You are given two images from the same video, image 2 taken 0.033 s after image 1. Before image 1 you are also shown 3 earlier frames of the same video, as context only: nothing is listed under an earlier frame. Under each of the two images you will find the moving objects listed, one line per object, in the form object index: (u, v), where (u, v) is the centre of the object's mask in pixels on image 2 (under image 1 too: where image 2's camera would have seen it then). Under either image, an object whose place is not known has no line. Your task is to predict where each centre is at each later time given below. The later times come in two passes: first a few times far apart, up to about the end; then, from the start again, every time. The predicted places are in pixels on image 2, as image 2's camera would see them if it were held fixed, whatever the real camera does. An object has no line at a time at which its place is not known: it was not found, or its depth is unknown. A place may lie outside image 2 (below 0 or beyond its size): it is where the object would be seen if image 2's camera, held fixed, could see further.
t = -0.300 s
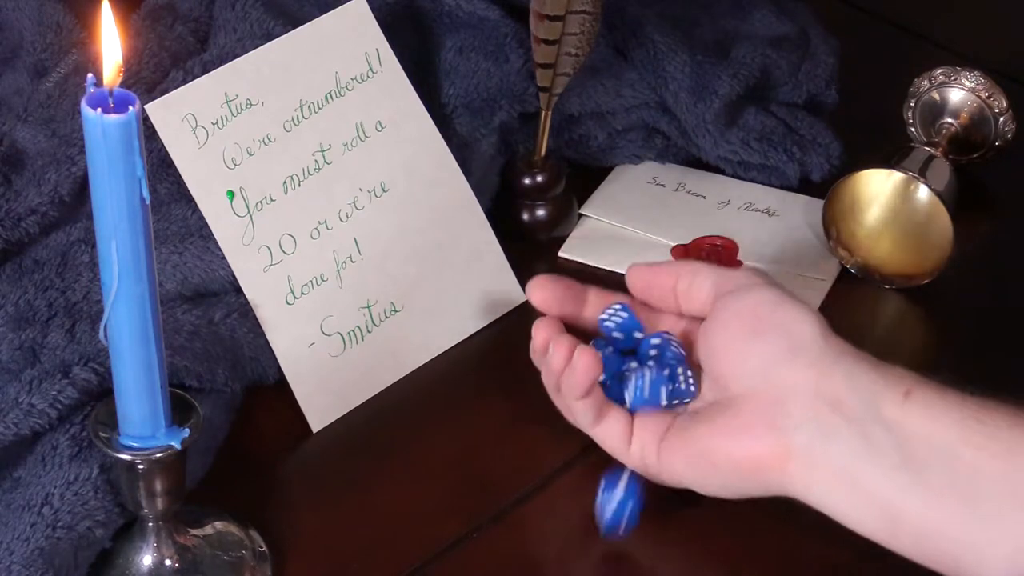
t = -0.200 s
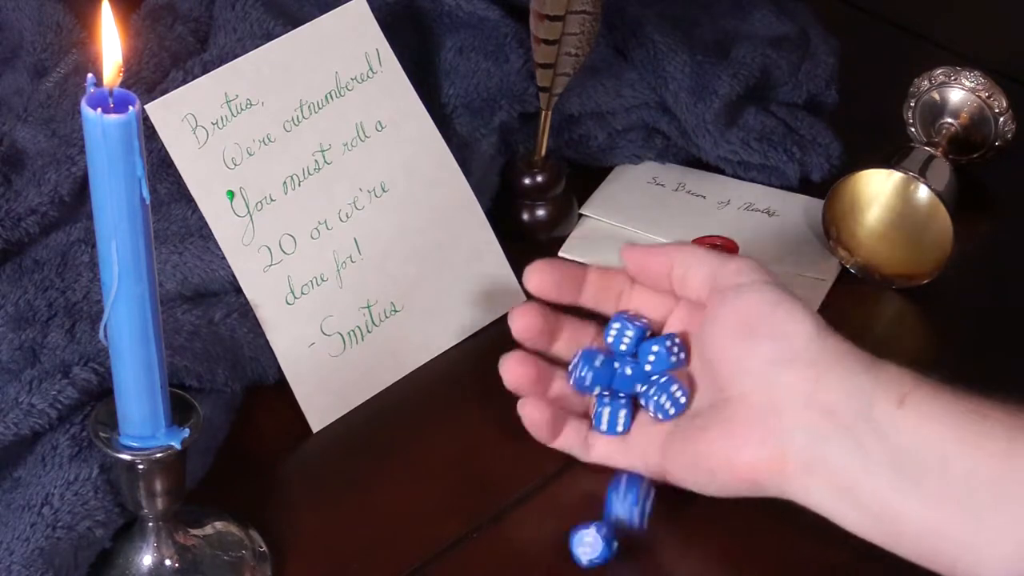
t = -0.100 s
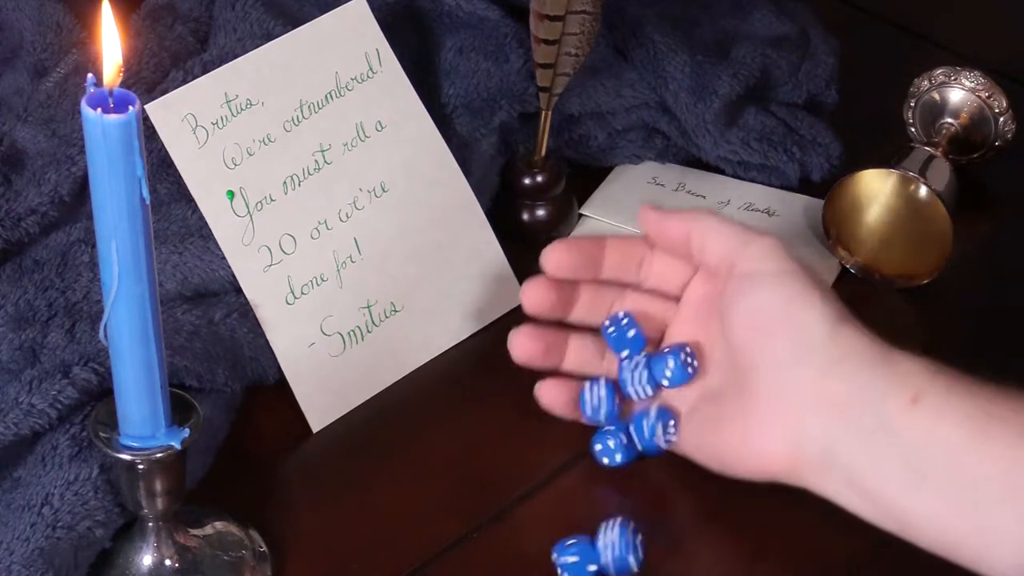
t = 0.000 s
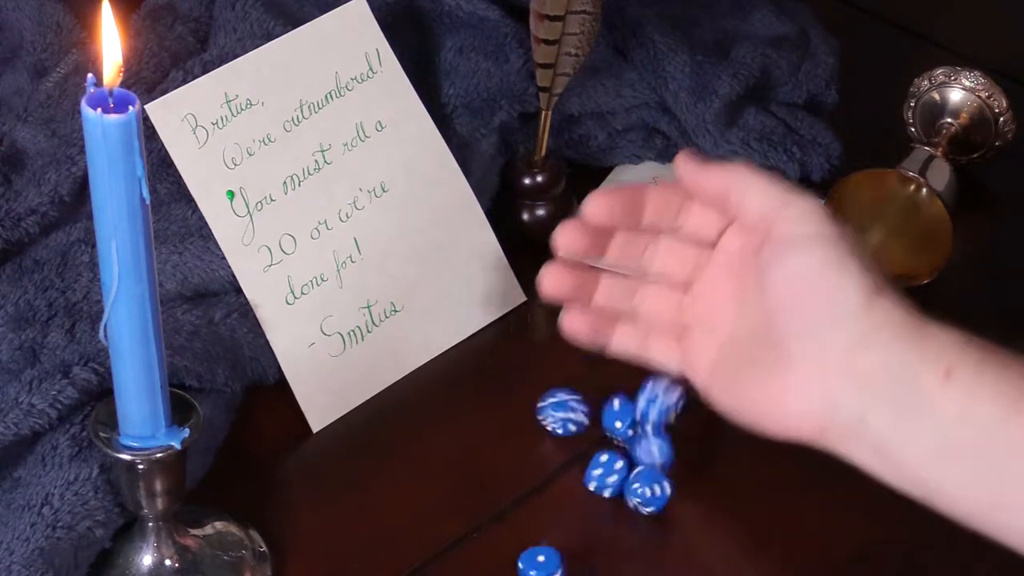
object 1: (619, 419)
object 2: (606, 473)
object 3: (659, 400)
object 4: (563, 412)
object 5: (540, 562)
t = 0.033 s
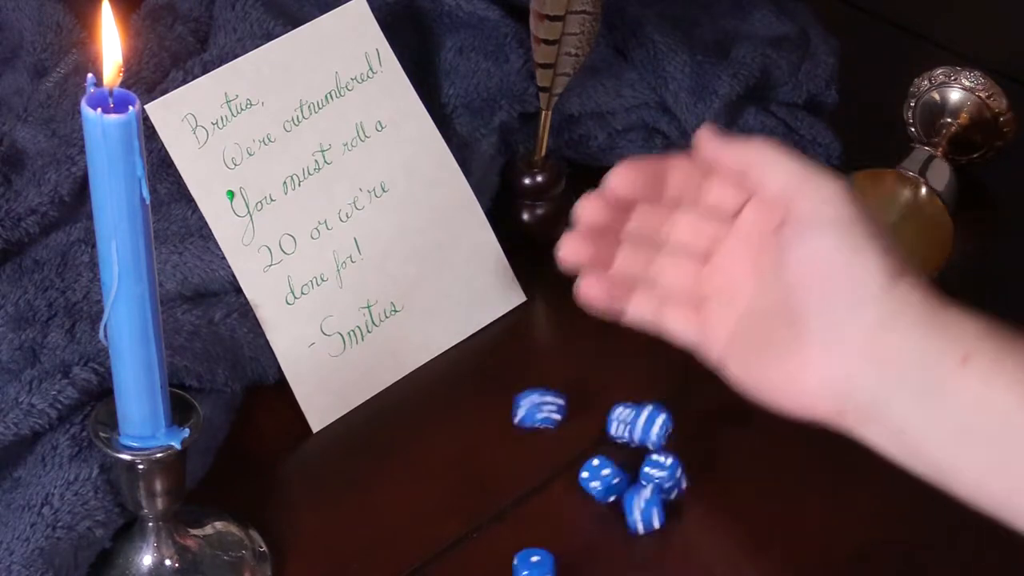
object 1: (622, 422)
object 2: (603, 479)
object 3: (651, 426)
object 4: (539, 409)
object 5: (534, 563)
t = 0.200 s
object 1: (600, 402)
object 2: (589, 483)
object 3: (634, 470)
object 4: (425, 416)
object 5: (523, 566)
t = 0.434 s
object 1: (577, 391)
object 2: (562, 473)
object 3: (652, 491)
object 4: (328, 475)
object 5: (523, 566)
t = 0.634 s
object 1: (582, 393)
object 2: (567, 454)
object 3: (642, 493)
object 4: (292, 505)
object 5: (523, 566)
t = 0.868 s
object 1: (582, 393)
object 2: (565, 438)
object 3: (646, 481)
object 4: (292, 503)
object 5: (523, 566)
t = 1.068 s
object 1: (582, 393)
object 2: (562, 441)
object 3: (652, 489)
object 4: (292, 503)
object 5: (522, 566)
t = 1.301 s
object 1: (582, 393)
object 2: (562, 441)
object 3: (645, 487)
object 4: (292, 503)
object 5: (522, 566)
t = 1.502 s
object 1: (582, 393)
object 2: (562, 441)
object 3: (650, 488)
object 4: (292, 503)
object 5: (523, 566)
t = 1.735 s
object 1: (582, 393)
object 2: (562, 441)
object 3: (649, 488)
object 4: (292, 503)
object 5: (523, 566)
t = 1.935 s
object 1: (582, 393)
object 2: (562, 440)
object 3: (649, 488)
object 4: (292, 503)
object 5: (523, 566)
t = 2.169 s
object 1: (582, 393)
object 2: (556, 436)
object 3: (649, 488)
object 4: (292, 503)
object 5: (523, 566)
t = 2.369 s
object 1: (582, 393)
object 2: (556, 437)
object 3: (650, 489)
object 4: (292, 503)
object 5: (523, 566)
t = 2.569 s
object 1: (582, 393)
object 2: (555, 437)
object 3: (650, 490)
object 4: (292, 503)
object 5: (523, 566)
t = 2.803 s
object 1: (582, 393)
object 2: (555, 437)
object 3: (650, 489)
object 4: (292, 503)
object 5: (523, 566)
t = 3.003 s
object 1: (582, 393)
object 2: (555, 437)
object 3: (650, 490)
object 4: (292, 503)
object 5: (523, 566)
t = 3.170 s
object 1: (582, 393)
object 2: (555, 437)
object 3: (650, 490)
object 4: (292, 503)
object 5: (523, 566)
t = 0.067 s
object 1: (624, 420)
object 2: (600, 481)
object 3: (650, 445)
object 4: (515, 410)
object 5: (528, 564)
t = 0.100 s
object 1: (624, 414)
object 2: (597, 483)
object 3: (644, 451)
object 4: (491, 412)
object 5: (525, 565)
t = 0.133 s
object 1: (619, 411)
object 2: (594, 483)
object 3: (639, 454)
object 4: (468, 414)
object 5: (523, 566)
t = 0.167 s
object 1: (611, 406)
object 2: (591, 484)
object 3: (634, 467)
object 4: (446, 412)
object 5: (522, 566)
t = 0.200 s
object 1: (600, 402)
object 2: (589, 483)
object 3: (634, 470)
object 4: (425, 416)
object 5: (523, 566)
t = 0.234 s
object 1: (590, 400)
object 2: (584, 483)
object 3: (635, 476)
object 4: (406, 419)
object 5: (523, 566)
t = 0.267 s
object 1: (583, 400)
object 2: (581, 482)
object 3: (638, 481)
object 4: (389, 424)
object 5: (523, 566)
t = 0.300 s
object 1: (577, 398)
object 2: (577, 482)
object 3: (645, 485)
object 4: (374, 433)
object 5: (523, 566)
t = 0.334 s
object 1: (574, 397)
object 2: (573, 481)
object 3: (649, 487)
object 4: (360, 440)
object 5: (523, 566)
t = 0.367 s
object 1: (574, 395)
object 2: (569, 480)
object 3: (651, 489)
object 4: (348, 451)
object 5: (523, 566)
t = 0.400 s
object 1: (575, 392)
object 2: (565, 477)
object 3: (652, 490)
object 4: (336, 461)
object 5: (523, 566)
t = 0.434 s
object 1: (577, 391)
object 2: (562, 473)
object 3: (652, 491)
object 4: (328, 475)
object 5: (523, 566)
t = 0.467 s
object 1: (580, 391)
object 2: (562, 468)
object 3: (651, 493)
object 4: (318, 482)
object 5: (522, 566)
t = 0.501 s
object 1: (582, 392)
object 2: (562, 466)
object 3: (650, 493)
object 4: (308, 493)
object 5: (522, 566)
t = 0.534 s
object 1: (582, 393)
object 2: (563, 462)
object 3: (648, 494)
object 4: (302, 499)
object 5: (523, 566)
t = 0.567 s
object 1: (582, 393)
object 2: (564, 459)
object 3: (646, 494)
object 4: (298, 503)
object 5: (523, 566)
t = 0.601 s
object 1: (582, 393)
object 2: (565, 456)
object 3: (644, 494)
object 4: (295, 505)
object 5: (523, 566)
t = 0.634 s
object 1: (582, 393)
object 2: (567, 454)
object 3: (642, 493)
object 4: (292, 505)
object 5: (523, 566)
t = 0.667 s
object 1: (582, 393)
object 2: (572, 450)
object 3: (641, 491)
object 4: (290, 505)
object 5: (522, 566)
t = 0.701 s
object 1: (582, 393)
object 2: (574, 446)
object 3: (640, 490)
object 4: (290, 503)
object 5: (522, 566)
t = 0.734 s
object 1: (582, 393)
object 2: (574, 444)
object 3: (640, 489)
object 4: (291, 503)
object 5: (522, 566)
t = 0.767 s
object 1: (582, 393)
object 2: (573, 441)
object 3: (640, 486)
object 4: (292, 502)
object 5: (522, 566)
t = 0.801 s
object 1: (582, 393)
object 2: (570, 440)
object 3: (642, 484)
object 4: (292, 503)
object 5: (522, 566)
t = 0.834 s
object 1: (582, 393)
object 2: (567, 438)
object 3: (644, 480)
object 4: (292, 503)
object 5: (522, 566)
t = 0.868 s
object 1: (582, 393)
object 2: (565, 438)
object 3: (646, 481)
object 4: (292, 503)
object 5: (523, 566)
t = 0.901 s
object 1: (582, 393)
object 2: (563, 439)
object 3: (647, 481)
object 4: (292, 503)
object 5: (523, 566)
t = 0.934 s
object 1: (582, 393)
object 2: (562, 440)
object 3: (649, 483)
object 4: (292, 503)
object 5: (522, 566)
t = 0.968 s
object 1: (582, 393)
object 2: (562, 440)
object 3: (652, 485)
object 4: (292, 503)
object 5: (523, 566)
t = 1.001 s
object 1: (582, 393)
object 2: (562, 441)
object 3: (652, 487)
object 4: (292, 503)
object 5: (523, 566)
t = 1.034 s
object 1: (582, 393)
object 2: (562, 441)
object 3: (652, 488)
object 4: (292, 503)
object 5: (522, 566)
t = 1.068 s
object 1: (582, 393)
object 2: (562, 441)
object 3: (652, 489)
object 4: (292, 503)
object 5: (522, 566)
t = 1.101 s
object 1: (582, 393)
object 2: (562, 441)
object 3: (651, 490)
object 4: (292, 503)
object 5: (523, 566)
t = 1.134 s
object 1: (582, 393)
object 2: (562, 441)
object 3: (648, 491)
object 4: (292, 503)
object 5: (523, 566)
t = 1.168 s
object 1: (582, 393)
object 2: (562, 441)
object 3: (648, 490)
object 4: (292, 503)
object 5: (523, 566)
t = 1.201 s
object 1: (582, 393)
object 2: (562, 441)
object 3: (646, 489)
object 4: (292, 503)
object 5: (523, 566)
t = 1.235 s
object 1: (582, 393)
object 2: (562, 441)
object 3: (645, 489)
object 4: (292, 503)
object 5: (523, 566)
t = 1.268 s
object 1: (582, 393)
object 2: (562, 441)
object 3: (645, 488)
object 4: (292, 503)
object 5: (523, 566)
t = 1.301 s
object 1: (582, 393)
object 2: (562, 441)
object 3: (645, 487)
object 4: (292, 503)
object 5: (522, 566)
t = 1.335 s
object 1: (582, 393)
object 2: (562, 441)
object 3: (646, 486)
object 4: (292, 503)
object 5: (522, 566)
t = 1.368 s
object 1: (582, 393)
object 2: (562, 441)
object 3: (648, 486)
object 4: (292, 503)
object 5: (523, 566)
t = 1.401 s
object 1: (582, 393)
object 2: (562, 441)
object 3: (650, 486)
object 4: (292, 503)
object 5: (523, 566)
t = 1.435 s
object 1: (582, 393)
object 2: (562, 441)
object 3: (650, 487)
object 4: (292, 503)
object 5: (522, 566)
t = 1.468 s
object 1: (582, 393)
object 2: (562, 441)
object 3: (650, 487)
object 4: (292, 503)
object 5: (523, 566)
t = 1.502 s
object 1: (582, 393)
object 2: (562, 441)
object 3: (650, 488)
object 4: (292, 503)
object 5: (523, 566)
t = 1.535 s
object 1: (582, 393)
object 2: (562, 441)
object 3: (649, 488)
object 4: (292, 503)
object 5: (523, 566)
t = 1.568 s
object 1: (582, 393)
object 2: (562, 441)
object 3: (648, 488)
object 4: (292, 503)
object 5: (523, 566)
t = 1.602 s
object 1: (582, 393)
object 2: (562, 441)
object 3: (648, 488)
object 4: (292, 503)
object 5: (522, 566)
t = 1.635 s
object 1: (582, 393)
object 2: (562, 441)
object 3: (648, 487)
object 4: (292, 503)
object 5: (523, 566)
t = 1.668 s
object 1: (582, 393)
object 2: (562, 441)
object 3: (649, 487)
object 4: (292, 503)
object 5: (523, 566)
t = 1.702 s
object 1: (582, 393)
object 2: (562, 441)
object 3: (649, 488)
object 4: (292, 503)
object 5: (523, 566)
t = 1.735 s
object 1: (582, 393)
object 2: (562, 441)
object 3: (649, 488)
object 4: (292, 503)
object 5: (523, 566)
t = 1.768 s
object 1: (582, 393)
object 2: (562, 441)
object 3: (649, 488)
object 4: (292, 503)
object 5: (523, 566)
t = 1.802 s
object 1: (582, 393)
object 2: (562, 441)
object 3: (649, 488)
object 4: (292, 503)
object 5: (523, 566)
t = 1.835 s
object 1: (582, 393)
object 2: (562, 441)
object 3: (649, 488)
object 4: (292, 503)
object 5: (523, 566)
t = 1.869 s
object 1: (582, 393)
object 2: (562, 441)
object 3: (649, 488)
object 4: (292, 503)
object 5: (523, 566)
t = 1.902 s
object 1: (582, 393)
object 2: (562, 441)
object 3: (649, 488)
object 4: (292, 503)
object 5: (523, 566)
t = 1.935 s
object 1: (582, 393)
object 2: (562, 440)
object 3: (649, 488)
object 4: (292, 503)
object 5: (523, 566)
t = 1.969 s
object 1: (582, 393)
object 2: (561, 439)
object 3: (649, 488)
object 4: (292, 503)
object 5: (523, 566)
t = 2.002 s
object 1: (582, 393)
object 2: (559, 437)
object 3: (649, 488)
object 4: (292, 503)
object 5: (523, 566)
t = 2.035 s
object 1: (582, 393)
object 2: (558, 436)
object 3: (649, 488)
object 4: (292, 503)
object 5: (523, 566)
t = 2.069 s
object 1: (582, 393)
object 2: (556, 436)
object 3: (649, 488)
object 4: (292, 503)
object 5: (523, 566)
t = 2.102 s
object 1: (582, 393)
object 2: (556, 436)
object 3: (649, 488)
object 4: (292, 503)
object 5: (523, 566)
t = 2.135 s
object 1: (582, 393)
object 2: (555, 436)
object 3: (649, 488)
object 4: (292, 503)
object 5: (523, 566)
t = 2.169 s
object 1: (582, 393)
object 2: (556, 436)
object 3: (649, 488)
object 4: (292, 503)
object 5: (523, 566)
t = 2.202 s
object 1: (582, 393)
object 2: (555, 437)
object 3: (650, 489)
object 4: (292, 503)
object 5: (523, 566)
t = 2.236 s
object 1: (582, 393)
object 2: (555, 437)
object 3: (650, 490)
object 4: (292, 503)
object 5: (523, 566)
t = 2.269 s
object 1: (582, 393)
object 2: (556, 437)
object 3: (650, 489)
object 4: (292, 503)
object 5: (523, 566)
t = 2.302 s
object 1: (582, 393)
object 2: (556, 437)
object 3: (650, 490)
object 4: (292, 503)
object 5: (523, 566)
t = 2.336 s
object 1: (582, 393)
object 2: (556, 437)
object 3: (650, 490)
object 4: (292, 503)
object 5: (523, 566)
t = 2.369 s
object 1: (582, 393)
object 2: (556, 437)
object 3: (650, 489)
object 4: (292, 503)
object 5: (523, 566)
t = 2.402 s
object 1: (582, 393)
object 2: (556, 437)
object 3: (650, 489)
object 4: (292, 503)
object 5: (523, 566)
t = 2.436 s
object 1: (582, 393)
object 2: (555, 437)
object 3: (650, 489)
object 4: (292, 503)
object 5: (523, 566)
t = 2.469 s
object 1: (582, 393)
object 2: (555, 437)
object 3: (650, 489)
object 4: (292, 503)
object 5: (523, 566)
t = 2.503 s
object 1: (582, 393)
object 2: (556, 437)
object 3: (650, 489)
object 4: (292, 503)
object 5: (523, 566)
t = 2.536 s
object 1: (582, 393)
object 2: (556, 437)
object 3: (650, 489)
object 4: (292, 503)
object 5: (523, 566)
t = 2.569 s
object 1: (582, 393)
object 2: (555, 437)
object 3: (650, 490)
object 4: (292, 503)
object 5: (523, 566)
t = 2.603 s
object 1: (582, 393)
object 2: (555, 437)
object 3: (650, 490)
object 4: (292, 503)
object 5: (523, 566)
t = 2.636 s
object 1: (582, 393)
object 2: (556, 437)
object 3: (650, 489)
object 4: (292, 503)
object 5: (523, 566)
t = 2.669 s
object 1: (582, 393)
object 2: (555, 437)
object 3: (650, 489)
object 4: (292, 503)
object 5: (523, 566)
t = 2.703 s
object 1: (582, 393)
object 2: (555, 437)
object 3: (650, 489)
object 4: (292, 503)
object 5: (523, 566)
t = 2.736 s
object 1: (582, 393)
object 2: (555, 437)
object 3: (650, 490)
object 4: (292, 503)
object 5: (523, 566)
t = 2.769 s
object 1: (582, 393)
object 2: (555, 437)
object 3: (650, 490)
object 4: (292, 503)
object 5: (523, 566)
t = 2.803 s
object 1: (582, 393)
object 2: (555, 437)
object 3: (650, 489)
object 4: (292, 503)
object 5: (523, 566)
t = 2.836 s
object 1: (582, 393)
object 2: (555, 437)
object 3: (650, 489)
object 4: (292, 503)
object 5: (523, 566)
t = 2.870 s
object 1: (582, 393)
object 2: (555, 437)
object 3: (650, 490)
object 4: (292, 503)
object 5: (523, 566)
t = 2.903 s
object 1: (582, 393)
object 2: (556, 437)
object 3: (650, 489)
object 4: (292, 503)
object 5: (523, 566)
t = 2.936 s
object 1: (582, 393)
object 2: (555, 437)
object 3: (650, 490)
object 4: (292, 503)
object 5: (523, 566)
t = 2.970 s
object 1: (582, 393)
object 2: (555, 437)
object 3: (650, 489)
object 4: (292, 503)
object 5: (523, 566)
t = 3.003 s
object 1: (582, 393)
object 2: (555, 437)
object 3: (650, 490)
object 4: (292, 503)
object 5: (523, 566)
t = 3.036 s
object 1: (582, 393)
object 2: (555, 437)
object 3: (650, 489)
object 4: (292, 503)
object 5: (523, 566)
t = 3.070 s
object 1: (582, 393)
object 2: (555, 437)
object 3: (650, 490)
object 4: (292, 503)
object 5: (523, 566)
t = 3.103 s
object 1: (582, 393)
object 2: (555, 437)
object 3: (650, 489)
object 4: (292, 503)
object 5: (523, 566)
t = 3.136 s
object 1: (582, 393)
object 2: (555, 437)
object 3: (650, 490)
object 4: (292, 503)
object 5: (523, 566)
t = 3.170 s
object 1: (582, 393)
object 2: (555, 437)
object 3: (650, 490)
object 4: (292, 503)
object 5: (523, 566)
